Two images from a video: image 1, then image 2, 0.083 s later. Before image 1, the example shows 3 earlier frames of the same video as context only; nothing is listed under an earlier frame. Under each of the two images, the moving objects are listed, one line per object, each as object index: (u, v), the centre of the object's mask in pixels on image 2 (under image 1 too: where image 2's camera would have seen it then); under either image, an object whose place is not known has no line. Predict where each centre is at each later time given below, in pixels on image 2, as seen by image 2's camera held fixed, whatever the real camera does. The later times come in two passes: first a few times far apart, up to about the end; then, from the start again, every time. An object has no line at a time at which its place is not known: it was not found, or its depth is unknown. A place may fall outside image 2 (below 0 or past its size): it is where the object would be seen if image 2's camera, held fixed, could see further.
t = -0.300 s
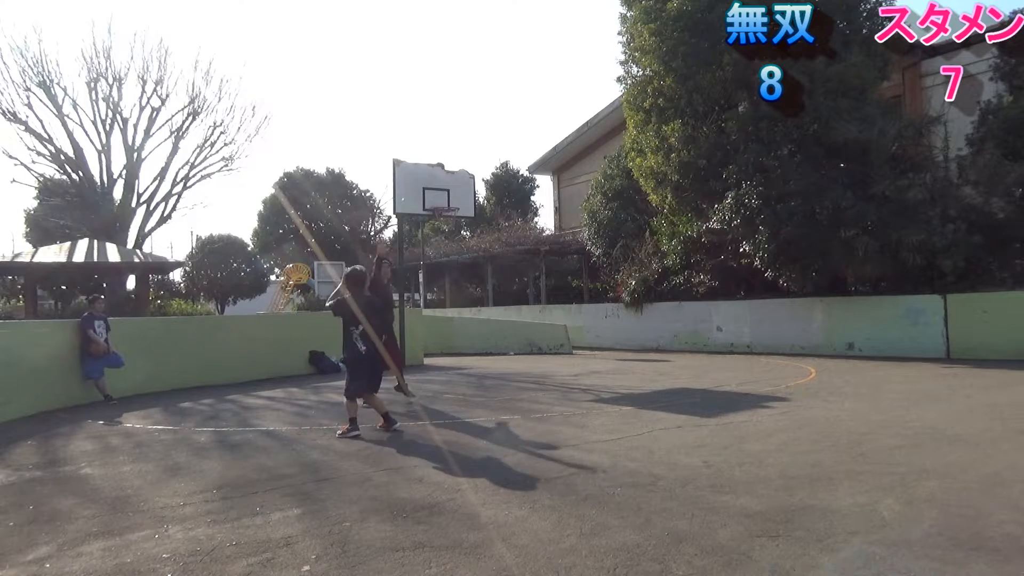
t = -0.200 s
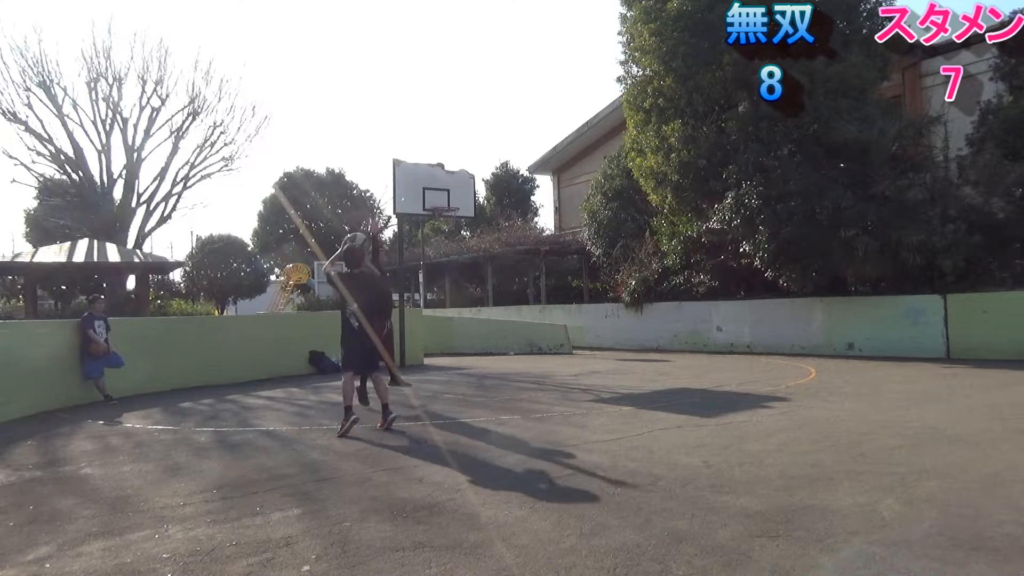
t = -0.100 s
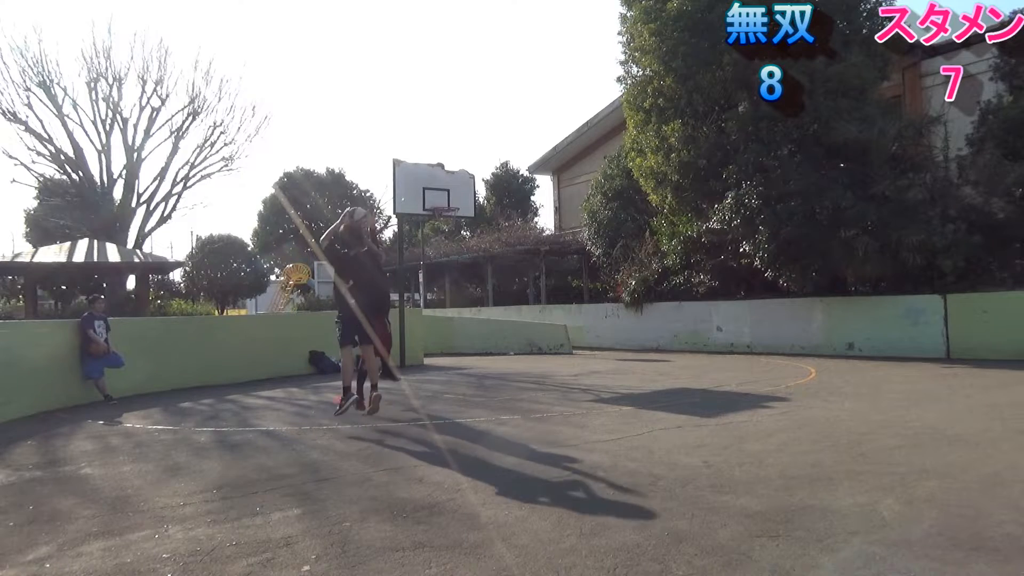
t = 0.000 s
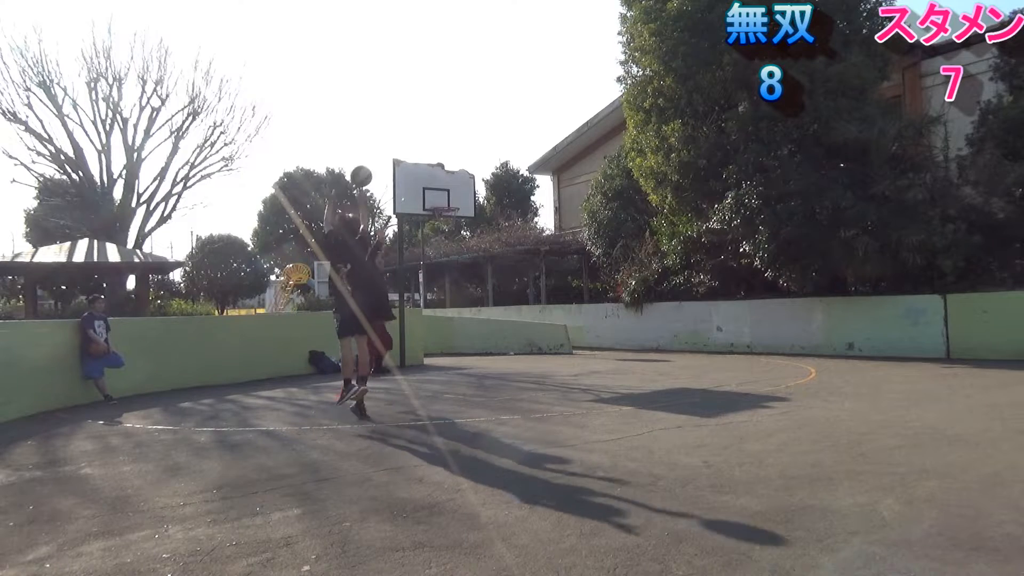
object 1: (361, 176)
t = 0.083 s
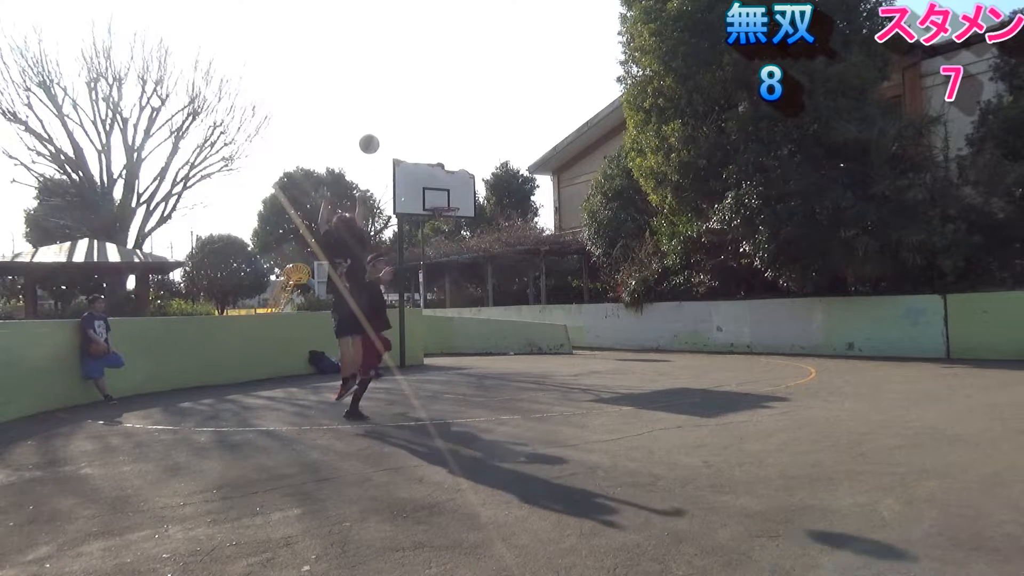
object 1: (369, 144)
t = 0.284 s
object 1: (385, 101)
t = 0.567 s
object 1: (405, 98)
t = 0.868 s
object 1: (422, 147)
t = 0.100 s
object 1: (370, 138)
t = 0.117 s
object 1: (372, 133)
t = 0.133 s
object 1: (373, 129)
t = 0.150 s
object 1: (375, 124)
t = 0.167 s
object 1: (376, 121)
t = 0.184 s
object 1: (377, 117)
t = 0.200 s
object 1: (379, 114)
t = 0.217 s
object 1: (380, 111)
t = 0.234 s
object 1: (381, 108)
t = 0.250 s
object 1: (383, 105)
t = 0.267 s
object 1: (384, 103)
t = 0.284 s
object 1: (385, 101)
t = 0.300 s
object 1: (387, 99)
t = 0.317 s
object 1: (388, 97)
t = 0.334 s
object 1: (389, 96)
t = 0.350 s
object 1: (390, 95)
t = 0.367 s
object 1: (392, 94)
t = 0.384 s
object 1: (393, 93)
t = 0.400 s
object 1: (394, 93)
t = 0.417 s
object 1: (395, 92)
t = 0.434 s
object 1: (396, 92)
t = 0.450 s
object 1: (397, 92)
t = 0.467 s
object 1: (398, 93)
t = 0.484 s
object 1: (400, 93)
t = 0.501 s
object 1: (401, 94)
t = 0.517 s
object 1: (402, 95)
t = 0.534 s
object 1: (403, 96)
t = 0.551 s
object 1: (404, 97)
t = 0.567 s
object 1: (405, 98)
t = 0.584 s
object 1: (406, 100)
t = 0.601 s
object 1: (407, 102)
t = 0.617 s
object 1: (408, 104)
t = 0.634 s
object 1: (409, 105)
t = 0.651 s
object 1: (410, 108)
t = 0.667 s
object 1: (411, 110)
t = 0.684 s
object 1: (412, 112)
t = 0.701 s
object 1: (413, 115)
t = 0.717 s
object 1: (414, 118)
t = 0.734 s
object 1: (415, 120)
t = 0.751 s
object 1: (416, 123)
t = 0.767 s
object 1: (417, 126)
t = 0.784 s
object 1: (418, 129)
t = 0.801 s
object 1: (419, 133)
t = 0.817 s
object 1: (420, 136)
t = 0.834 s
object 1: (421, 140)
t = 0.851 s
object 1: (422, 143)
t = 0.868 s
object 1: (422, 147)
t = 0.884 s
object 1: (423, 151)
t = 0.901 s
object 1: (424, 155)
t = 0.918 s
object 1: (425, 159)
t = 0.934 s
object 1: (426, 163)
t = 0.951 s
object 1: (427, 167)
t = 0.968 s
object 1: (428, 171)
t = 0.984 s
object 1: (428, 176)
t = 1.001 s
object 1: (429, 180)
